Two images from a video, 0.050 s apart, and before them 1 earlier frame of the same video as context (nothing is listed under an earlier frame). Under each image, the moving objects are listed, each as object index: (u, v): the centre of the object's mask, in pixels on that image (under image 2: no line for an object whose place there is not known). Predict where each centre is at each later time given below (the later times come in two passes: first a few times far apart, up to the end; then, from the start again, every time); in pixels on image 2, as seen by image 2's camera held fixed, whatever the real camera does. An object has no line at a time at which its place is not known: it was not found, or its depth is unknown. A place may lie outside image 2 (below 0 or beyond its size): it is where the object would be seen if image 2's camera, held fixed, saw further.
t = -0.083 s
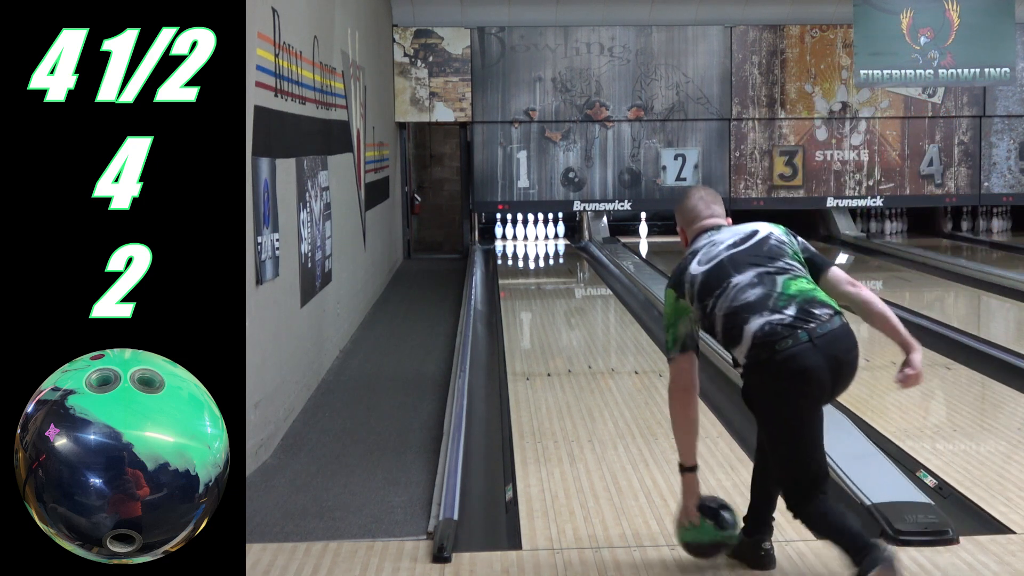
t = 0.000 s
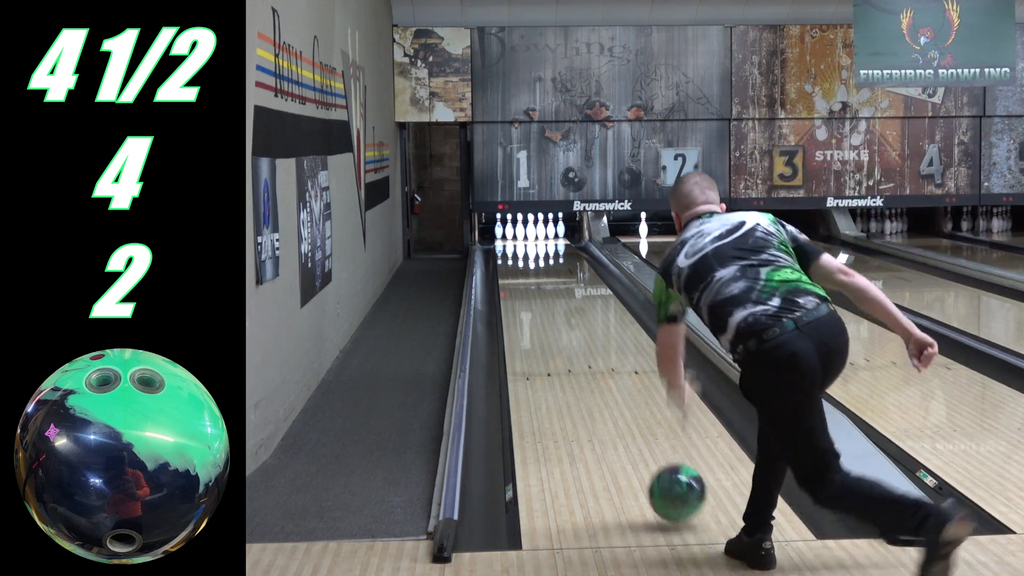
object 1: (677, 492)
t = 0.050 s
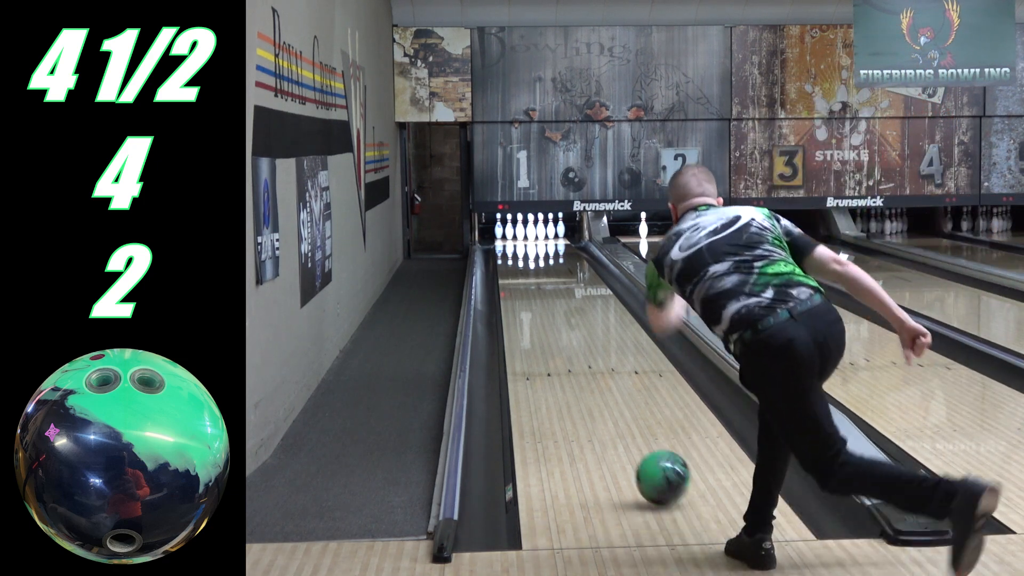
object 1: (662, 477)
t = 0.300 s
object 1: (611, 408)
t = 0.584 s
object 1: (575, 356)
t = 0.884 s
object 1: (550, 320)
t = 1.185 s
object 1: (533, 294)
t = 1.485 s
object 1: (523, 275)
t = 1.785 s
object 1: (515, 260)
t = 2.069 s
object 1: (514, 249)
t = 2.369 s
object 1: (522, 241)
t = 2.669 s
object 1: (534, 234)
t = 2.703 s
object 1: (537, 233)
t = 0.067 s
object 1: (658, 474)
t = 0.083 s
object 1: (654, 469)
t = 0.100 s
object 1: (650, 463)
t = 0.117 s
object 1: (646, 458)
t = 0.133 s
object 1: (642, 453)
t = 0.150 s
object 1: (639, 448)
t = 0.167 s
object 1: (635, 443)
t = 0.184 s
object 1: (632, 438)
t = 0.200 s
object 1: (629, 433)
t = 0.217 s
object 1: (625, 429)
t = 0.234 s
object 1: (622, 424)
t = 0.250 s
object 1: (619, 420)
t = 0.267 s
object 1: (616, 416)
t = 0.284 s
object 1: (613, 412)
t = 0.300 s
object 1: (611, 408)
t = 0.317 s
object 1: (608, 405)
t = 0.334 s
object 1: (605, 401)
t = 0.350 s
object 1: (603, 397)
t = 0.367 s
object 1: (600, 394)
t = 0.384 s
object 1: (598, 390)
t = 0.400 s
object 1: (596, 387)
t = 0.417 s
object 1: (594, 384)
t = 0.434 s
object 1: (592, 381)
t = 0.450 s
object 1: (590, 378)
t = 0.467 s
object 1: (588, 375)
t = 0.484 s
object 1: (586, 372)
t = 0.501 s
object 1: (584, 369)
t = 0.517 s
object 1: (582, 367)
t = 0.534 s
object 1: (580, 364)
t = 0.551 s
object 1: (578, 361)
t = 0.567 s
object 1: (576, 358)
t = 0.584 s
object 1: (575, 356)
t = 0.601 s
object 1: (573, 354)
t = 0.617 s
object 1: (571, 352)
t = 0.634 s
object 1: (570, 349)
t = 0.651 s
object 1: (568, 346)
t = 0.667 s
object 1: (567, 344)
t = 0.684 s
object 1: (565, 342)
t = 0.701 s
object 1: (564, 340)
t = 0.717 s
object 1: (562, 338)
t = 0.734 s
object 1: (561, 336)
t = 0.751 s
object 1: (560, 334)
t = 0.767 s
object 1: (558, 332)
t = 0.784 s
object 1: (557, 330)
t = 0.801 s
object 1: (556, 328)
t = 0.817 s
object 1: (555, 326)
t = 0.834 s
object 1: (554, 324)
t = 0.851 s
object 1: (552, 323)
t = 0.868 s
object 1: (551, 321)
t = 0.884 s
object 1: (550, 320)
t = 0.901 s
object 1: (549, 318)
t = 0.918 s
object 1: (548, 316)
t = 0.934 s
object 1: (546, 315)
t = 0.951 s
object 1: (546, 313)
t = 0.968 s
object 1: (545, 311)
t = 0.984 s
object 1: (544, 310)
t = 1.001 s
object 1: (543, 308)
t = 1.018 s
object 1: (542, 307)
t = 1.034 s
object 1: (541, 305)
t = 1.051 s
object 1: (540, 304)
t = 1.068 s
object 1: (540, 303)
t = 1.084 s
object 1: (539, 301)
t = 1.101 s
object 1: (538, 300)
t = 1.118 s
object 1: (537, 299)
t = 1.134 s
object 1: (536, 297)
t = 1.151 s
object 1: (535, 296)
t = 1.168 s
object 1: (534, 295)
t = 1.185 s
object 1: (533, 294)
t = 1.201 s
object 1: (533, 292)
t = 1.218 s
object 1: (533, 291)
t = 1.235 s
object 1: (532, 290)
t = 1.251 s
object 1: (531, 289)
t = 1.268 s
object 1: (530, 288)
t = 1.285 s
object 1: (530, 287)
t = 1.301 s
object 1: (529, 286)
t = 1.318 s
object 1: (528, 285)
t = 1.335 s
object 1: (528, 284)
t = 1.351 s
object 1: (527, 282)
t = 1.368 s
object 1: (526, 281)
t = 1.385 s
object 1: (526, 280)
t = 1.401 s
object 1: (526, 280)
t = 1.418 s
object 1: (525, 279)
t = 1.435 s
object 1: (525, 278)
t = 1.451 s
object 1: (524, 277)
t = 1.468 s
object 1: (523, 276)
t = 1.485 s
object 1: (523, 275)
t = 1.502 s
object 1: (522, 274)
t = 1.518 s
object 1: (522, 273)
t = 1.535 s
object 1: (521, 272)
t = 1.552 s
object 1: (520, 271)
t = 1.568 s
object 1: (520, 270)
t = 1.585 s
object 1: (520, 270)
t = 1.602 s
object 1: (520, 269)
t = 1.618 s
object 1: (519, 268)
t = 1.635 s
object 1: (519, 267)
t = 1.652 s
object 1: (518, 266)
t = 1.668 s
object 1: (518, 266)
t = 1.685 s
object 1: (518, 265)
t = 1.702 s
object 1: (517, 264)
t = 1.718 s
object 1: (516, 263)
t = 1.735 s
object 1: (516, 262)
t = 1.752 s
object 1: (515, 261)
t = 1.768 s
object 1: (516, 261)
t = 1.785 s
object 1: (515, 260)
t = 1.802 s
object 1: (515, 260)
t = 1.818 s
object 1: (515, 259)
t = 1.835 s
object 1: (515, 258)
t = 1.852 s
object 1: (514, 257)
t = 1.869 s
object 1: (514, 257)
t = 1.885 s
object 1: (514, 256)
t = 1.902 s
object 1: (513, 256)
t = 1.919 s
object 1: (513, 255)
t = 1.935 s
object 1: (514, 254)
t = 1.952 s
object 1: (514, 254)
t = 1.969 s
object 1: (514, 253)
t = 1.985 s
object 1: (514, 252)
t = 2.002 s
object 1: (514, 252)
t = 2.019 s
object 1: (513, 251)
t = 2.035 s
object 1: (514, 251)
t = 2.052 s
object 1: (514, 250)
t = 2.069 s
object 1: (514, 249)
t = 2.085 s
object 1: (514, 249)
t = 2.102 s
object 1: (514, 248)
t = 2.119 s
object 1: (515, 248)
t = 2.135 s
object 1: (515, 247)
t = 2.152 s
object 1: (515, 247)
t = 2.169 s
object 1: (515, 247)
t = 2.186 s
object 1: (516, 246)
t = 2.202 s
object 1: (516, 246)
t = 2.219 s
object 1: (517, 245)
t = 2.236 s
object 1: (517, 244)
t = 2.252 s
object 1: (518, 244)
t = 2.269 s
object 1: (518, 243)
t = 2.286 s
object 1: (519, 243)
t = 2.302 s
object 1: (519, 242)
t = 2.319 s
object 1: (520, 242)
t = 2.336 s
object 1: (520, 241)
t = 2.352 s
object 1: (521, 241)
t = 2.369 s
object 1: (522, 241)
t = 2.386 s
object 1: (522, 240)
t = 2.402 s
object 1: (523, 240)
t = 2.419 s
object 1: (524, 239)
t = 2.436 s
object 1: (525, 239)
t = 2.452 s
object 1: (525, 239)
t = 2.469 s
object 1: (526, 238)
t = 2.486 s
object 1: (527, 238)
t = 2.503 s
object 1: (528, 237)
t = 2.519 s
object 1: (528, 237)
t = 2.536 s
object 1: (529, 237)
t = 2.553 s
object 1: (529, 236)
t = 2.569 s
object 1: (530, 236)
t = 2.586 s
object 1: (531, 236)
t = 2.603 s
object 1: (531, 235)
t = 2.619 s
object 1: (532, 234)
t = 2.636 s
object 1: (533, 234)
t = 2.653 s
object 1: (534, 234)
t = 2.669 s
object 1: (534, 234)
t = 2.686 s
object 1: (535, 234)
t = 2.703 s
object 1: (537, 233)
